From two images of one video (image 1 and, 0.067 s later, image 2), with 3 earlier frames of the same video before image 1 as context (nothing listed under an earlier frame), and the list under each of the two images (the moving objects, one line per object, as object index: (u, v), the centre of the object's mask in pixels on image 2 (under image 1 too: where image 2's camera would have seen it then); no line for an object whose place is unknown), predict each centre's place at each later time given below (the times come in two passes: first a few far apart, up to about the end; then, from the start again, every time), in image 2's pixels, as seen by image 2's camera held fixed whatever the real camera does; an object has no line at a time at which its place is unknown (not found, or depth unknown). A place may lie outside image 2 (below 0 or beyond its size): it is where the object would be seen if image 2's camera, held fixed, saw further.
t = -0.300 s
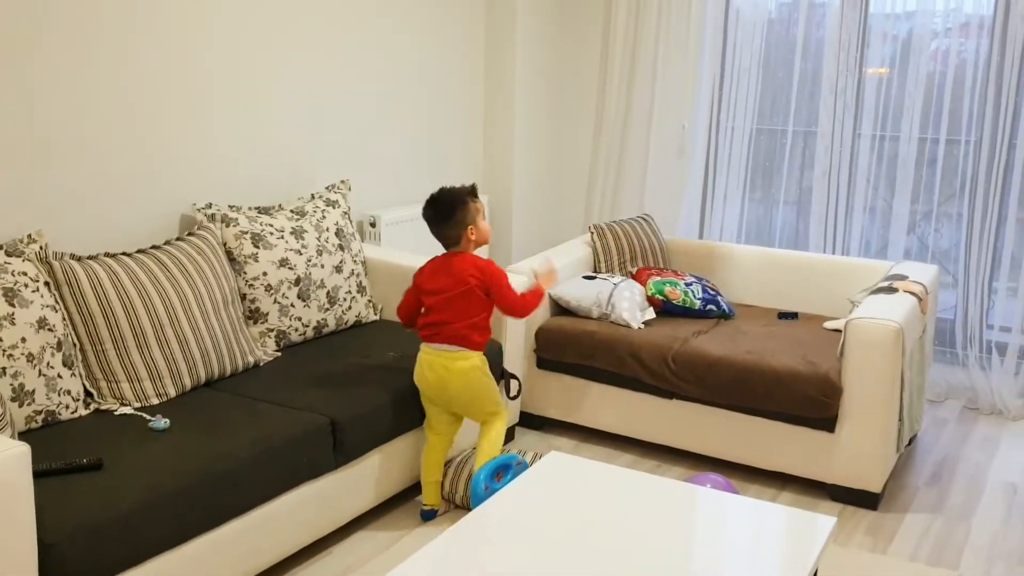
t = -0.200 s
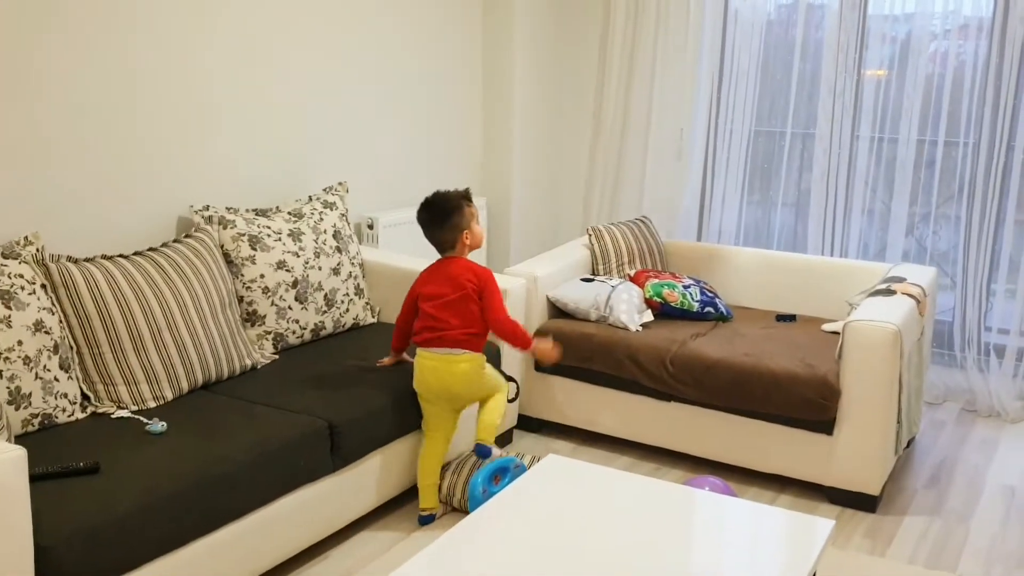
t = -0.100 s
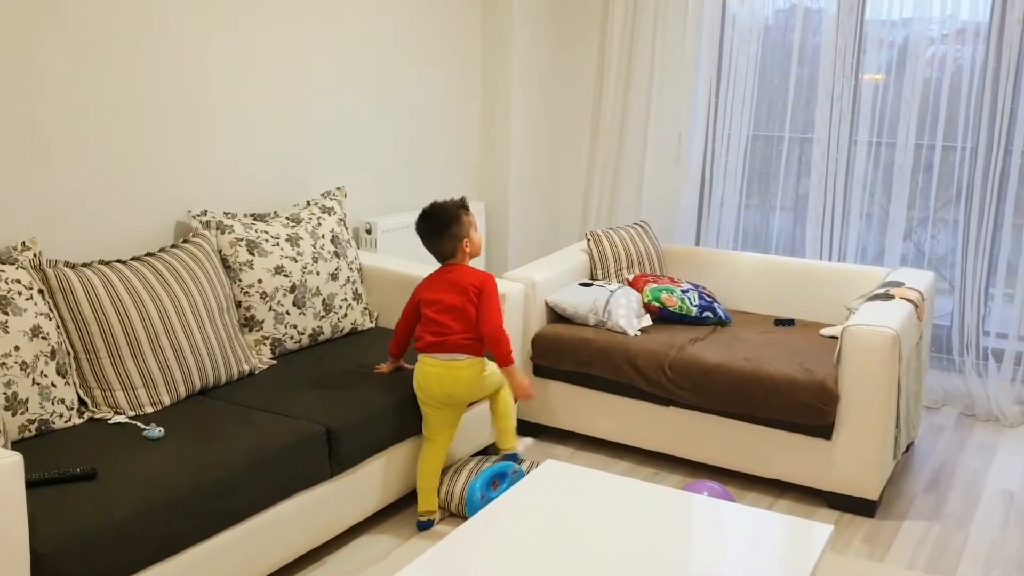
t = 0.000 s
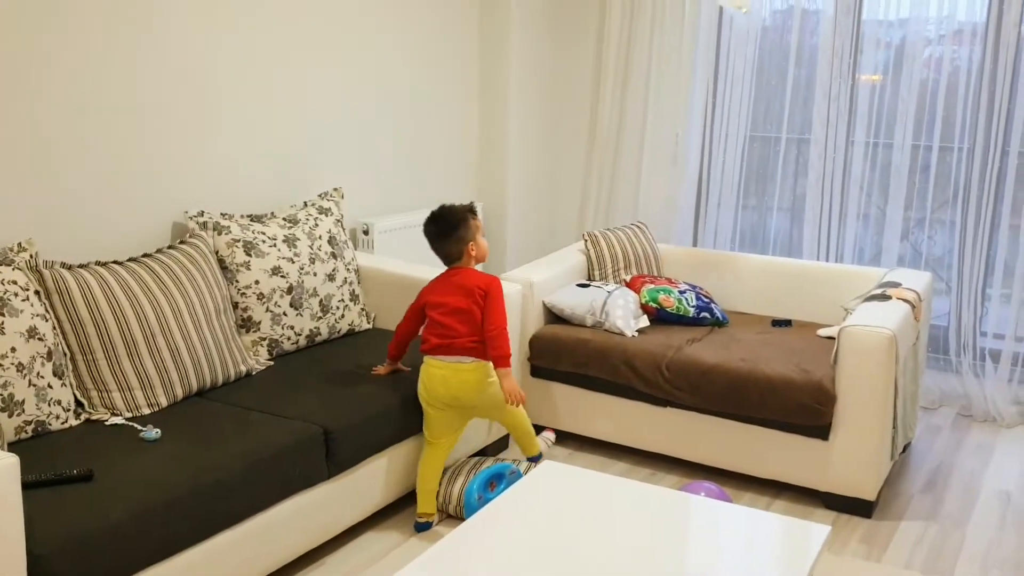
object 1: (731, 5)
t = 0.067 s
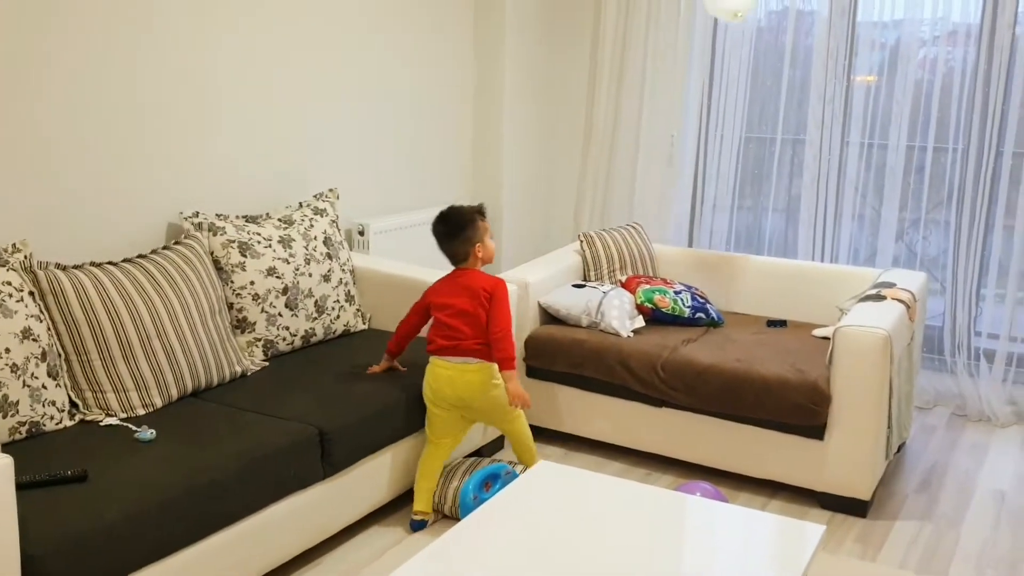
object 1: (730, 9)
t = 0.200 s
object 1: (739, 27)
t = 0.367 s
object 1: (746, 80)
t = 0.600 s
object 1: (743, 170)
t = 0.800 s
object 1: (731, 253)
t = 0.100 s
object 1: (732, 12)
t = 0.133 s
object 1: (735, 17)
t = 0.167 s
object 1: (737, 21)
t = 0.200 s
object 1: (739, 27)
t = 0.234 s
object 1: (741, 36)
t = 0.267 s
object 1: (743, 46)
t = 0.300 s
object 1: (744, 57)
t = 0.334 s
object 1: (745, 68)
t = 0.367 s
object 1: (746, 80)
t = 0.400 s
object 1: (746, 92)
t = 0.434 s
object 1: (747, 105)
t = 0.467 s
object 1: (746, 118)
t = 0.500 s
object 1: (746, 130)
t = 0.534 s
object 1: (745, 143)
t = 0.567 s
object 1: (744, 157)
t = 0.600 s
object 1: (743, 170)
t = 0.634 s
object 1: (741, 183)
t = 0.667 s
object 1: (740, 196)
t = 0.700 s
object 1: (738, 211)
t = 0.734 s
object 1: (736, 224)
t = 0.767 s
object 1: (733, 238)
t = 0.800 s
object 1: (731, 253)
